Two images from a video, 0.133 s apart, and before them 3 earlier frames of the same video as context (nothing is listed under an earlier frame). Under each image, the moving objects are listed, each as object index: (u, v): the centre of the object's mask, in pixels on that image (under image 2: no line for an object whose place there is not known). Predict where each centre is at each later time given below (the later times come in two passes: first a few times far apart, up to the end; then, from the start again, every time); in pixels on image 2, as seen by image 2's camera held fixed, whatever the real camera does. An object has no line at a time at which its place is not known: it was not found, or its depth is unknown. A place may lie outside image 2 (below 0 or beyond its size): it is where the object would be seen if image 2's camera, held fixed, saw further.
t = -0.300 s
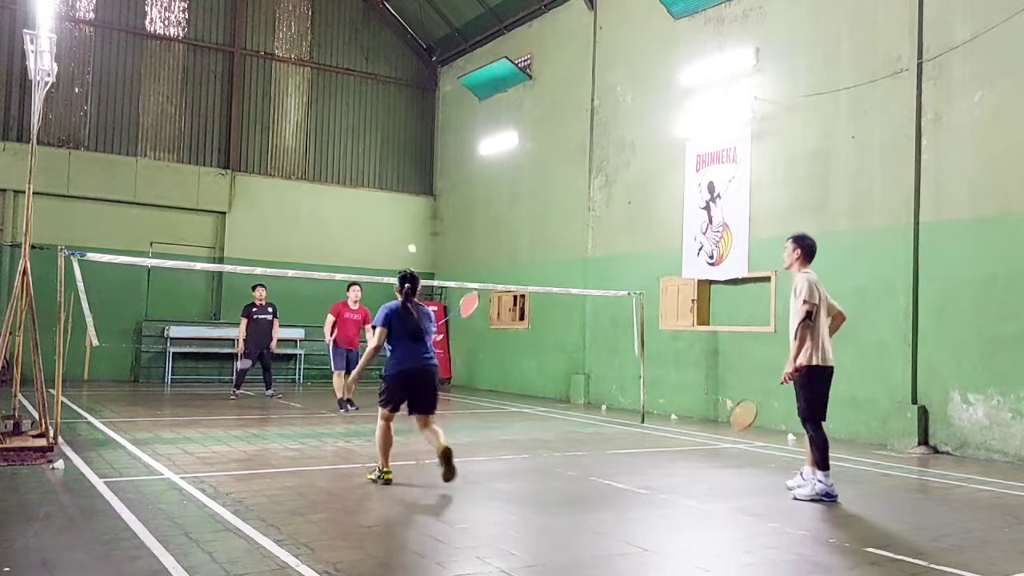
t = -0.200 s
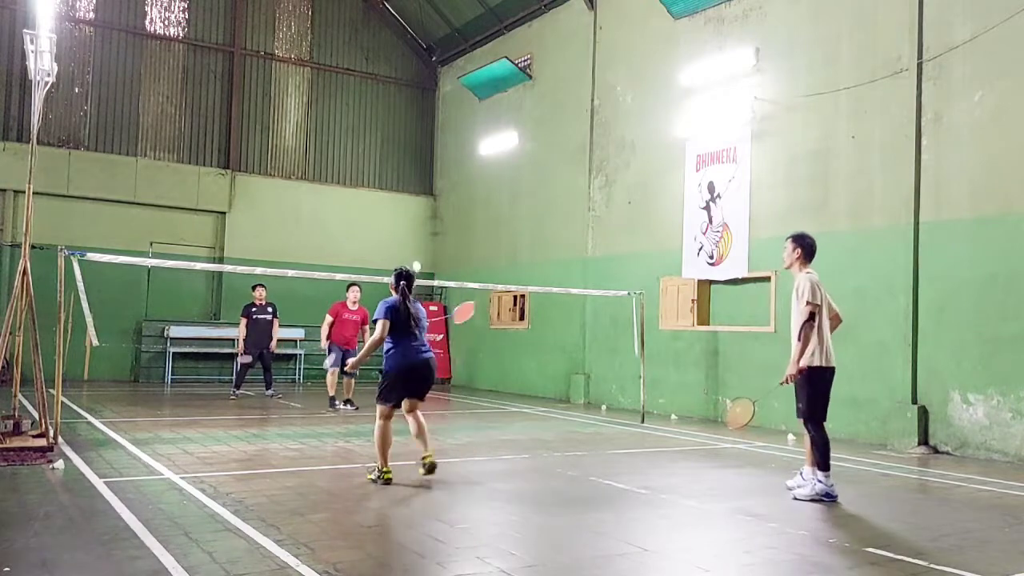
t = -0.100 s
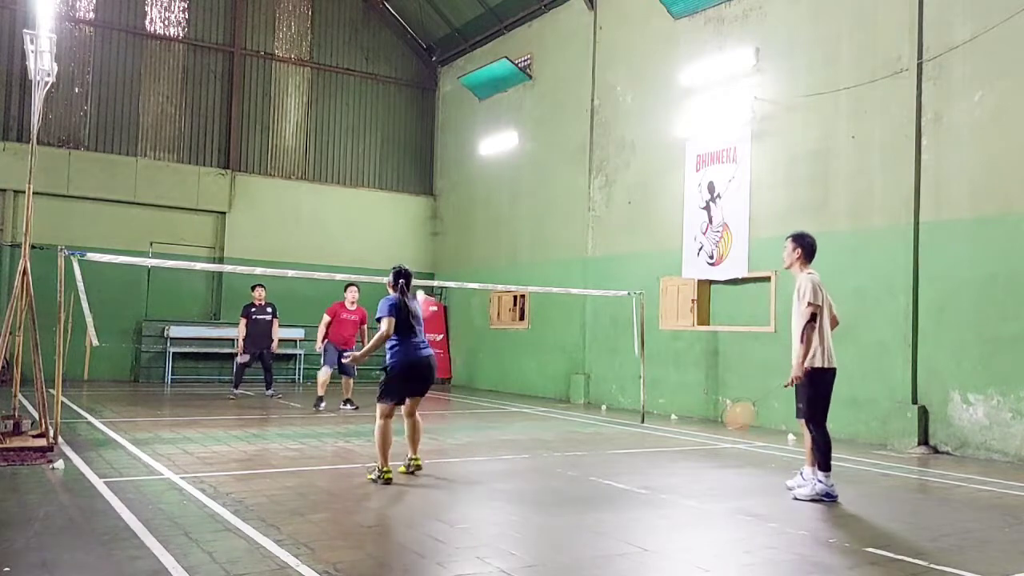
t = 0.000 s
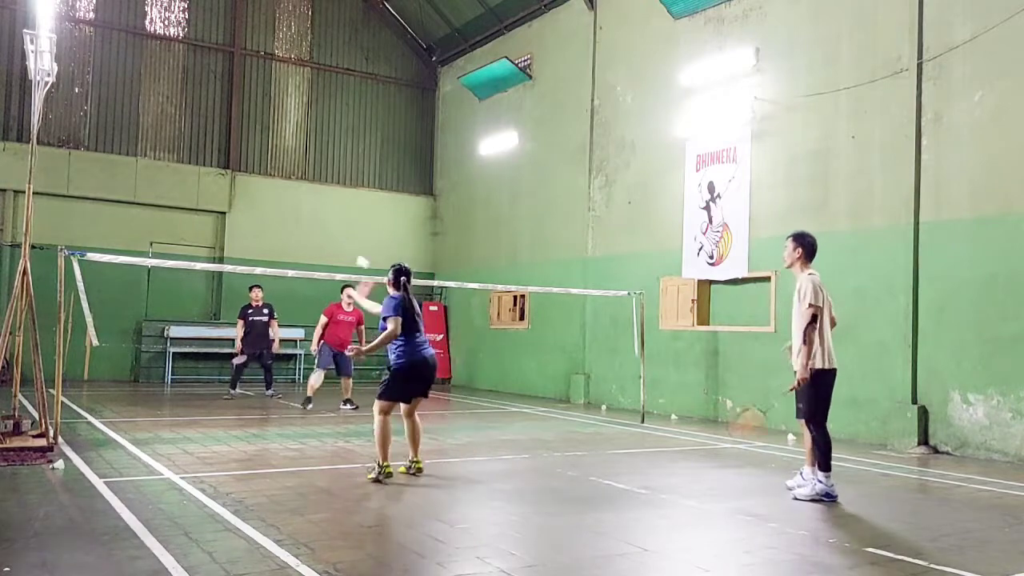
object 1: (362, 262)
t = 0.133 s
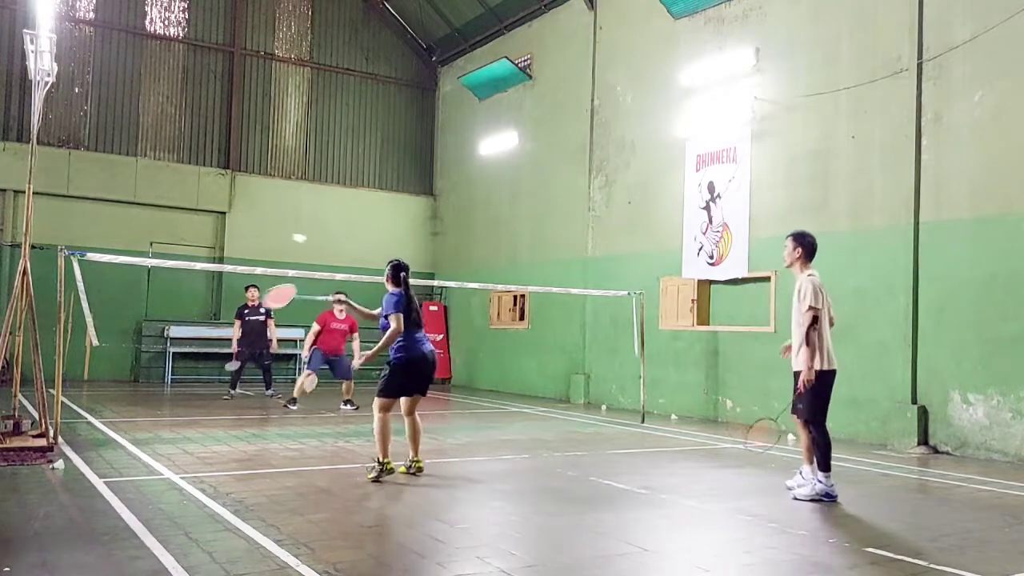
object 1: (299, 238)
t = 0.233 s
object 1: (268, 232)
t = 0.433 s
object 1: (205, 250)
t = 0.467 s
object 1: (195, 256)
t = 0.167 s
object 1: (287, 234)
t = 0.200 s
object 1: (275, 232)
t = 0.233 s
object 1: (268, 232)
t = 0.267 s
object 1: (257, 234)
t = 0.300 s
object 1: (246, 235)
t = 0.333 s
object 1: (236, 238)
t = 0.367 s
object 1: (225, 241)
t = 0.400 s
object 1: (215, 245)
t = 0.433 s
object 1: (205, 250)
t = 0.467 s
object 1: (195, 256)
